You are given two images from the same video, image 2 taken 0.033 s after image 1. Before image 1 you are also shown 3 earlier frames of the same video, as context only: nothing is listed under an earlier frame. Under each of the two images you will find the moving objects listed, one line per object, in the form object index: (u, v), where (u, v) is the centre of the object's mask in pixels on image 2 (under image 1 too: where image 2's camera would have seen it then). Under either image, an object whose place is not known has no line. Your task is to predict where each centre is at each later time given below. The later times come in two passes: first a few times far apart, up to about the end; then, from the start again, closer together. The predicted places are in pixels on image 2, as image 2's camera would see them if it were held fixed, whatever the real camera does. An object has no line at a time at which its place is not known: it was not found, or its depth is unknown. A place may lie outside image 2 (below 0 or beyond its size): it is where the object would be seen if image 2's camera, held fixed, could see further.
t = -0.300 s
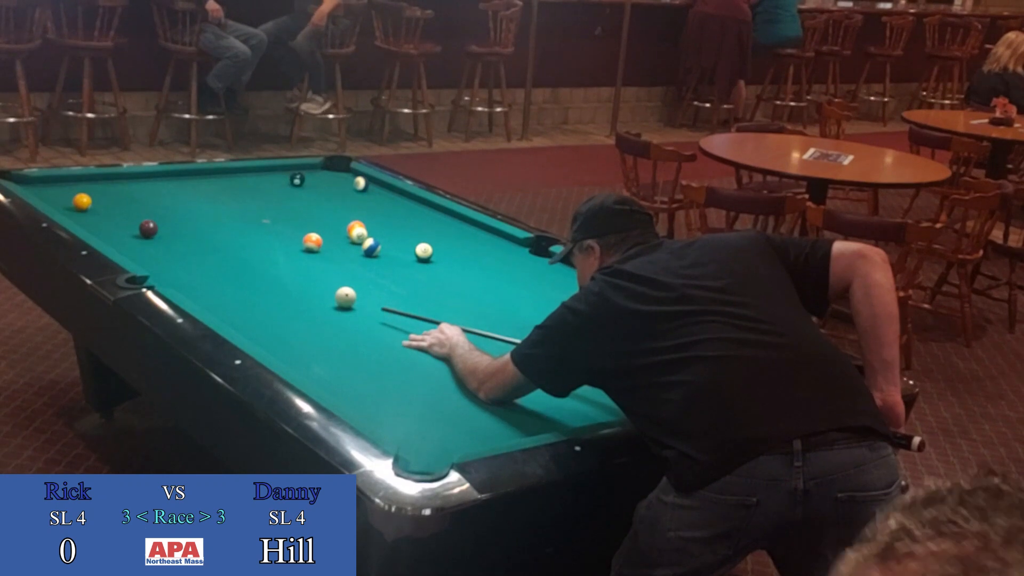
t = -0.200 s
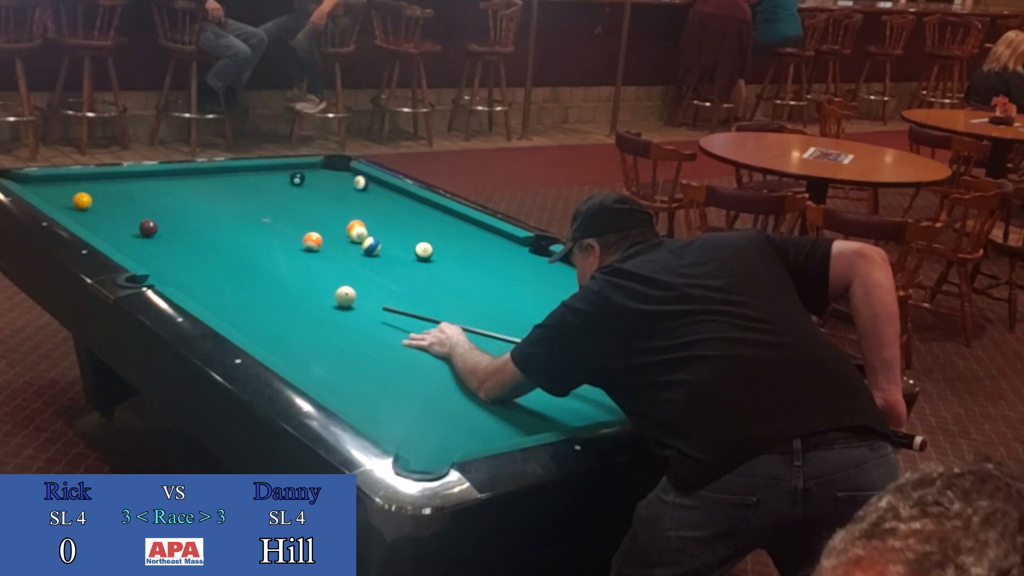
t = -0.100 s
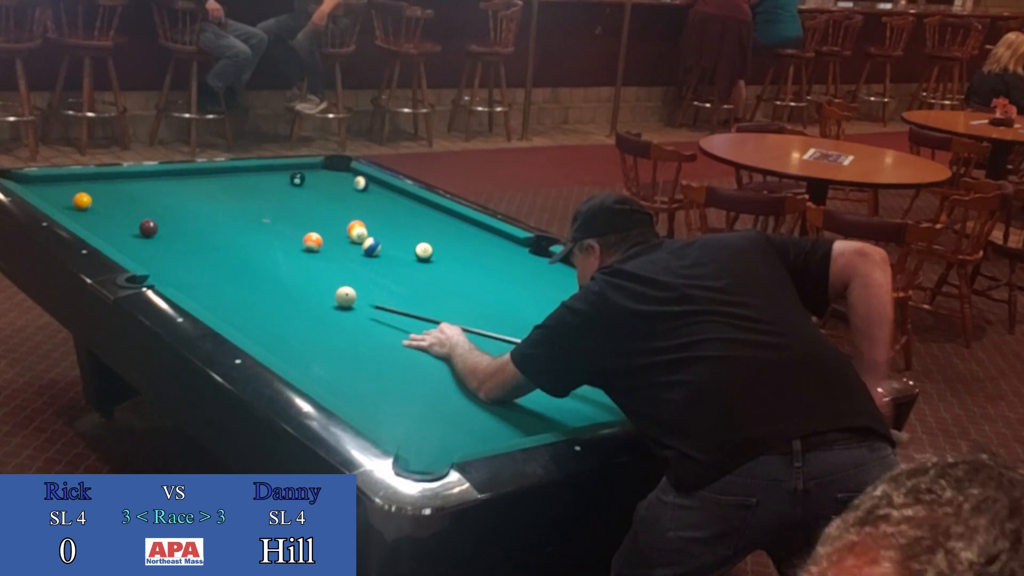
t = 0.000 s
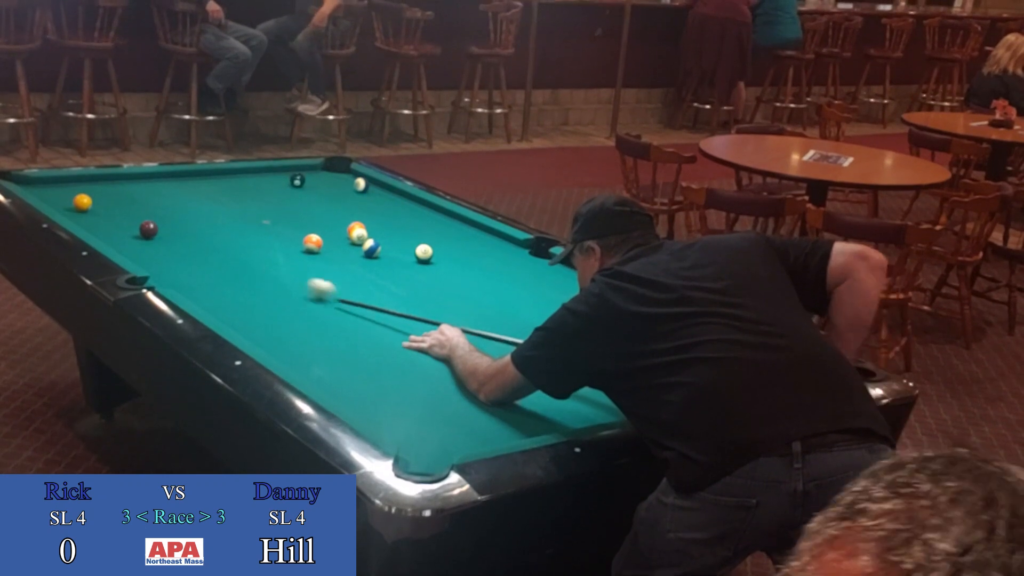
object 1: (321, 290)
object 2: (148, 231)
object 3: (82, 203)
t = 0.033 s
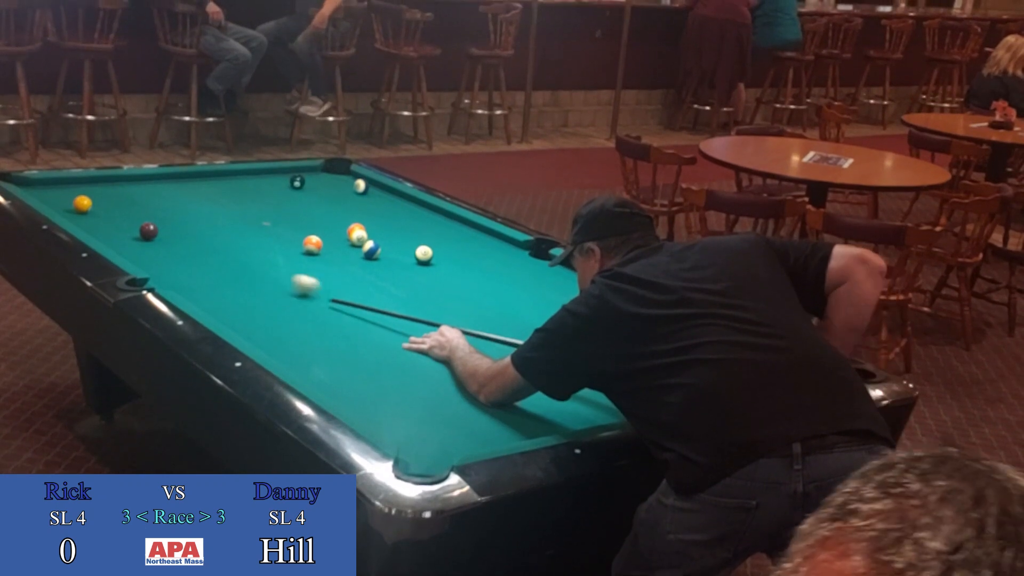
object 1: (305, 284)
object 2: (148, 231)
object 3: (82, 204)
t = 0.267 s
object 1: (224, 257)
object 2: (148, 231)
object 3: (82, 204)
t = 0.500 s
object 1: (162, 235)
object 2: (146, 230)
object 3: (82, 204)
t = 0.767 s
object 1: (147, 230)
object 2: (98, 213)
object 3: (82, 203)
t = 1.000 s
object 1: (133, 226)
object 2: (72, 208)
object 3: (75, 196)
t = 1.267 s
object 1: (119, 220)
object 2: (52, 202)
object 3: (65, 189)
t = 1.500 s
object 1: (108, 217)
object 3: (57, 182)
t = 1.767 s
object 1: (97, 213)
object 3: (60, 182)
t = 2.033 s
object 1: (88, 209)
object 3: (68, 185)
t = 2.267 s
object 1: (81, 206)
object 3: (75, 187)
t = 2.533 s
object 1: (74, 203)
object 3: (83, 190)
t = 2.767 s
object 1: (70, 201)
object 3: (88, 192)
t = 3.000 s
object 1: (67, 201)
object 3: (94, 193)
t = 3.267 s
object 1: (66, 201)
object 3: (99, 193)
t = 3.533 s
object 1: (66, 201)
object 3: (103, 194)
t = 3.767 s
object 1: (67, 200)
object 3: (104, 194)
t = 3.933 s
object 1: (66, 200)
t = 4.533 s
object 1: (68, 201)
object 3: (105, 194)
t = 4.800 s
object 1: (67, 201)
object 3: (105, 194)
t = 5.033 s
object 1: (67, 201)
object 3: (105, 194)
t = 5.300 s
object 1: (67, 201)
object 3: (105, 194)
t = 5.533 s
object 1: (67, 201)
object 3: (105, 194)
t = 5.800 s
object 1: (67, 201)
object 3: (105, 194)
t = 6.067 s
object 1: (67, 201)
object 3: (105, 194)
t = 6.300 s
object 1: (66, 201)
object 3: (105, 194)
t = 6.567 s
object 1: (66, 201)
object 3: (105, 194)
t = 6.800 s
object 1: (66, 201)
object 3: (105, 194)
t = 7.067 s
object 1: (67, 201)
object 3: (105, 194)
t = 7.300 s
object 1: (67, 201)
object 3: (105, 194)
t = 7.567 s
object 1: (67, 201)
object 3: (105, 194)
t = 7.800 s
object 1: (67, 201)
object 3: (105, 194)
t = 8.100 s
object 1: (67, 201)
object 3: (105, 194)
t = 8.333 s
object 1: (67, 201)
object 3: (105, 194)
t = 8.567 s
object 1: (67, 201)
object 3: (105, 194)
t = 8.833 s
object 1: (67, 201)
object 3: (105, 194)
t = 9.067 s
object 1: (67, 201)
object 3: (105, 194)
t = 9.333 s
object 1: (67, 201)
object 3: (105, 194)
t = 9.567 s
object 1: (67, 201)
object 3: (105, 194)
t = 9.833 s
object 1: (67, 201)
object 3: (105, 194)
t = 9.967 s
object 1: (67, 201)
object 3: (105, 194)
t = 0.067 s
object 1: (291, 280)
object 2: (148, 231)
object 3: (82, 204)
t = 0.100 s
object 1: (277, 275)
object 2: (148, 231)
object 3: (82, 204)
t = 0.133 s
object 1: (265, 271)
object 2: (148, 231)
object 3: (82, 204)
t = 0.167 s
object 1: (253, 267)
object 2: (148, 231)
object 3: (82, 204)
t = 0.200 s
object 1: (243, 263)
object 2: (148, 231)
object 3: (82, 204)
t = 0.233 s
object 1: (233, 260)
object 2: (148, 231)
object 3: (82, 204)
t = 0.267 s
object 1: (224, 257)
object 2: (148, 231)
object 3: (82, 204)
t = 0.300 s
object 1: (214, 253)
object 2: (148, 231)
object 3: (82, 204)
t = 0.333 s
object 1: (205, 249)
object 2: (148, 231)
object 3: (82, 204)
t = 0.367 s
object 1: (196, 246)
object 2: (148, 231)
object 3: (82, 204)
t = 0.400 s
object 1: (186, 243)
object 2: (148, 231)
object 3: (82, 204)
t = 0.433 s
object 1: (177, 240)
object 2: (148, 231)
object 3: (82, 204)
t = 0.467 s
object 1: (169, 237)
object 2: (148, 231)
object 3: (82, 204)
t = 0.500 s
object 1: (162, 235)
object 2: (146, 230)
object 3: (82, 204)
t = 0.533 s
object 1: (161, 234)
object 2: (139, 228)
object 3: (82, 204)
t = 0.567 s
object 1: (159, 234)
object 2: (131, 225)
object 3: (82, 204)
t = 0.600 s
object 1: (158, 233)
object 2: (126, 223)
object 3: (82, 204)
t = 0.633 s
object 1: (156, 233)
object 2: (120, 221)
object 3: (82, 204)
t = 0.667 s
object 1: (154, 232)
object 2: (114, 219)
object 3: (82, 204)
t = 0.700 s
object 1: (152, 232)
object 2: (109, 218)
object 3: (82, 204)
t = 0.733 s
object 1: (149, 231)
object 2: (103, 215)
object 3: (82, 204)
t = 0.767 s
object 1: (147, 230)
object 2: (98, 213)
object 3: (82, 203)
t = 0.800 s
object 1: (145, 230)
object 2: (93, 211)
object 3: (81, 203)
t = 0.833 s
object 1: (144, 229)
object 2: (88, 210)
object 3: (80, 202)
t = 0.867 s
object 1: (141, 228)
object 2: (85, 209)
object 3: (80, 199)
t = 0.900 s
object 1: (140, 227)
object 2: (81, 209)
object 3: (79, 199)
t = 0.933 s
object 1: (137, 227)
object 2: (78, 208)
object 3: (77, 197)
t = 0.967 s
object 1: (135, 226)
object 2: (75, 208)
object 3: (76, 196)
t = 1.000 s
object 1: (133, 226)
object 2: (72, 208)
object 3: (75, 196)
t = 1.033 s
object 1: (132, 225)
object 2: (68, 207)
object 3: (74, 196)
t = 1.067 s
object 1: (130, 224)
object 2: (64, 207)
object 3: (73, 195)
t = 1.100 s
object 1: (128, 223)
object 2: (63, 206)
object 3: (72, 193)
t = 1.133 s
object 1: (126, 223)
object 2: (60, 205)
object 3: (71, 193)
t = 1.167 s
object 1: (125, 222)
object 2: (57, 204)
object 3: (69, 192)
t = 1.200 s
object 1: (123, 222)
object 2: (54, 204)
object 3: (68, 191)
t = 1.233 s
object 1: (121, 221)
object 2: (52, 202)
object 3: (67, 190)
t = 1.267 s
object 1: (119, 220)
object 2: (52, 202)
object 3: (65, 189)
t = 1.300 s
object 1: (117, 220)
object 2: (52, 203)
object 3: (64, 188)
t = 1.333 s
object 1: (116, 219)
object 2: (52, 203)
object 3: (63, 187)
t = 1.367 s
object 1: (114, 219)
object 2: (53, 202)
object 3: (61, 186)
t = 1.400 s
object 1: (113, 218)
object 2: (54, 202)
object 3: (60, 185)
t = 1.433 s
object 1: (111, 218)
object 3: (59, 185)
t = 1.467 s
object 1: (110, 217)
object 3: (58, 183)
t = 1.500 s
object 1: (108, 217)
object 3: (57, 182)
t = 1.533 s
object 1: (107, 216)
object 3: (56, 182)
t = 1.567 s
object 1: (105, 216)
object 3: (55, 181)
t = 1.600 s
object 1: (104, 215)
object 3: (55, 181)
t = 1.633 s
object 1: (103, 215)
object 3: (56, 181)
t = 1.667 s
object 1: (101, 214)
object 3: (57, 181)
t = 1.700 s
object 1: (100, 213)
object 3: (58, 182)
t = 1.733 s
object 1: (98, 213)
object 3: (59, 182)
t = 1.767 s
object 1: (97, 213)
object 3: (60, 182)
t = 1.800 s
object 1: (96, 212)
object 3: (61, 183)
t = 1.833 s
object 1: (95, 212)
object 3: (62, 184)
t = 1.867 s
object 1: (93, 212)
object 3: (63, 184)
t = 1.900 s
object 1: (92, 211)
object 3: (64, 185)
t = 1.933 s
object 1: (91, 210)
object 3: (65, 185)
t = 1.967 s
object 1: (90, 210)
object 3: (66, 185)
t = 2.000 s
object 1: (89, 210)
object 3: (67, 185)
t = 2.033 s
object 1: (88, 209)
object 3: (68, 185)
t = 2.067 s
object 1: (87, 208)
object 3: (69, 185)
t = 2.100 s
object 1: (86, 208)
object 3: (70, 186)
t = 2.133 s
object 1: (85, 208)
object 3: (71, 187)
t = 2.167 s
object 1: (83, 208)
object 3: (72, 187)
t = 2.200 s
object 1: (83, 207)
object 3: (73, 187)
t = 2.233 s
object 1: (82, 207)
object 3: (74, 187)
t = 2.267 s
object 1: (81, 206)
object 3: (75, 187)
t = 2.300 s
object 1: (80, 206)
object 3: (76, 188)
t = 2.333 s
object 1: (79, 205)
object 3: (77, 188)
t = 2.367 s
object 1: (78, 205)
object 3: (78, 189)
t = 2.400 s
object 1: (77, 205)
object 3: (79, 189)
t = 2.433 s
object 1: (77, 204)
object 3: (80, 190)
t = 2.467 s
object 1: (76, 204)
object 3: (81, 190)
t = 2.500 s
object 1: (75, 203)
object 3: (82, 190)
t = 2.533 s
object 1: (74, 203)
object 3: (83, 190)
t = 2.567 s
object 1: (74, 202)
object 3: (84, 191)
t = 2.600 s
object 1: (73, 202)
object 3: (85, 191)
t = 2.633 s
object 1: (72, 202)
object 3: (86, 191)
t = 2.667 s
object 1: (72, 202)
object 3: (86, 192)
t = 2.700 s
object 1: (71, 202)
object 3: (87, 192)
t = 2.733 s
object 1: (70, 202)
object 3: (88, 192)
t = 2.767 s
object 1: (70, 201)
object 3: (88, 192)
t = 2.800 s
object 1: (69, 201)
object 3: (89, 193)
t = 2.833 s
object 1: (69, 201)
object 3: (90, 193)
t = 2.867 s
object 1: (68, 201)
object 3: (91, 193)
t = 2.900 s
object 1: (68, 201)
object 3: (92, 193)
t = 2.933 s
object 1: (68, 201)
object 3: (93, 193)
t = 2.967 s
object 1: (67, 201)
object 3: (94, 193)
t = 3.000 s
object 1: (67, 201)
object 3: (94, 193)
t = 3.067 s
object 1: (66, 201)
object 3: (95, 193)
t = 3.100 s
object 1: (66, 201)
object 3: (96, 193)
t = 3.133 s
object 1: (66, 201)
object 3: (97, 193)
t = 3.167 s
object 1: (66, 201)
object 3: (98, 193)
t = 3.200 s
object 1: (66, 201)
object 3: (98, 193)
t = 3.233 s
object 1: (66, 201)
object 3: (99, 193)
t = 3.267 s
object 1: (66, 201)
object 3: (99, 193)
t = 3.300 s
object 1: (65, 201)
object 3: (100, 194)
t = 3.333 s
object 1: (65, 201)
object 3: (100, 194)
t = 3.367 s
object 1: (65, 201)
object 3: (100, 194)
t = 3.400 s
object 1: (65, 201)
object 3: (101, 194)
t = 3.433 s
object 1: (66, 201)
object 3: (101, 194)
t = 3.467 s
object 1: (66, 201)
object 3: (102, 194)
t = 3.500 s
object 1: (66, 201)
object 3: (102, 194)
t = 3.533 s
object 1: (66, 201)
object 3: (103, 194)
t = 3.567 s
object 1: (66, 201)
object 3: (103, 194)
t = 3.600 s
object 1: (67, 201)
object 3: (103, 194)
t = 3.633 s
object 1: (67, 201)
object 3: (103, 194)
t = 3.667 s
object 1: (67, 201)
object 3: (104, 194)
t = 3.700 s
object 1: (67, 200)
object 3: (104, 194)
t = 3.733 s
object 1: (67, 200)
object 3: (104, 194)
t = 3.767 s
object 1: (67, 200)
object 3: (104, 194)
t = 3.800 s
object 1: (67, 200)
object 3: (105, 194)
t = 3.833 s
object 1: (67, 201)
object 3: (104, 195)
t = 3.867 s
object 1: (67, 201)
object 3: (105, 195)
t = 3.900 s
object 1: (67, 201)
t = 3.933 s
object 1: (66, 200)
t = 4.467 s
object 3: (105, 194)
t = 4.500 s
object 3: (105, 194)
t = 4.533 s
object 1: (68, 201)
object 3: (105, 194)
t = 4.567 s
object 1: (67, 201)
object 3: (105, 194)
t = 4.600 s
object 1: (67, 201)
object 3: (105, 194)
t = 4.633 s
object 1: (67, 201)
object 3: (105, 194)
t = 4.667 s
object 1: (67, 201)
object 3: (105, 194)
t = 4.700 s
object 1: (67, 201)
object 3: (105, 194)
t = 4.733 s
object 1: (67, 201)
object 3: (105, 194)
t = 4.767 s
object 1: (67, 201)
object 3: (105, 194)
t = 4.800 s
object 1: (67, 201)
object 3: (105, 194)
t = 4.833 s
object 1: (67, 201)
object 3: (105, 194)
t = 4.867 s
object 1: (67, 201)
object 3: (105, 194)
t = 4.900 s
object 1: (67, 201)
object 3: (105, 194)
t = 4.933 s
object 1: (67, 201)
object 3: (105, 194)
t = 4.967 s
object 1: (67, 201)
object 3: (105, 194)
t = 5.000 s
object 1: (67, 201)
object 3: (105, 194)
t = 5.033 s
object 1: (67, 201)
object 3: (105, 194)
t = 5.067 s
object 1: (67, 201)
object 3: (105, 195)
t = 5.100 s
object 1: (67, 201)
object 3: (105, 195)
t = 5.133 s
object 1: (67, 201)
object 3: (105, 194)
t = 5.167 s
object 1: (67, 201)
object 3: (105, 194)
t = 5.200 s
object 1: (67, 201)
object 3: (105, 194)
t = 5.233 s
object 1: (67, 201)
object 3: (105, 194)
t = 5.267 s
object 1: (67, 201)
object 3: (105, 194)
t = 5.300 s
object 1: (67, 201)
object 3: (105, 194)
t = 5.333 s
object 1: (67, 201)
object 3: (105, 194)
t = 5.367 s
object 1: (67, 201)
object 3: (105, 194)
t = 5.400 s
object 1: (67, 201)
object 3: (105, 195)
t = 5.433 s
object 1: (67, 201)
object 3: (105, 194)
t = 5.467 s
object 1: (67, 201)
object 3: (105, 194)
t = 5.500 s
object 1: (67, 201)
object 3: (105, 194)
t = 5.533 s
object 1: (67, 201)
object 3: (105, 194)
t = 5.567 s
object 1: (67, 201)
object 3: (105, 194)
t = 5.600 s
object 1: (67, 201)
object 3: (105, 194)
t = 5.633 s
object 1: (67, 201)
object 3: (105, 194)
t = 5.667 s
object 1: (67, 201)
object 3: (105, 195)
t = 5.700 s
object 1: (67, 201)
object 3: (105, 195)
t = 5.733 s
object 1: (67, 201)
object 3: (105, 194)
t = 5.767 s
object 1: (67, 201)
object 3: (105, 194)
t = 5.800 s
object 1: (67, 201)
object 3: (105, 194)
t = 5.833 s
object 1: (67, 201)
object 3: (105, 194)
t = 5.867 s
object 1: (67, 201)
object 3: (105, 194)
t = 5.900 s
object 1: (67, 201)
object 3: (105, 194)
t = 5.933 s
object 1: (67, 201)
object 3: (105, 194)
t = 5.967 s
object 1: (67, 201)
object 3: (105, 194)
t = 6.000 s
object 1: (67, 201)
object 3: (105, 194)
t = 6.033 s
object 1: (67, 201)
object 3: (105, 194)
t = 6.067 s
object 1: (67, 201)
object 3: (105, 194)
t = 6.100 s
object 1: (67, 201)
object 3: (105, 194)
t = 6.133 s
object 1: (67, 201)
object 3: (105, 194)
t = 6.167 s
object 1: (67, 201)
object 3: (105, 194)
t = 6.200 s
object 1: (67, 201)
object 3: (105, 194)
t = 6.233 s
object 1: (67, 201)
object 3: (105, 194)
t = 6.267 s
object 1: (67, 201)
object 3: (105, 194)
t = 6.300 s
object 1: (66, 201)
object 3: (105, 194)
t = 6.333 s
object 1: (67, 201)
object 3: (105, 195)
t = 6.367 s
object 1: (67, 201)
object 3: (105, 194)
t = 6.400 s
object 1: (67, 201)
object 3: (105, 194)
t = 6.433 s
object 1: (67, 201)
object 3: (105, 194)
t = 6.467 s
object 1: (67, 201)
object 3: (105, 194)
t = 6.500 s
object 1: (66, 201)
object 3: (105, 194)
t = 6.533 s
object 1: (66, 201)
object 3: (105, 195)
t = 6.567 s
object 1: (66, 201)
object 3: (105, 194)
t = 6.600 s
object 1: (67, 201)
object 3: (105, 194)
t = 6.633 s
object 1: (67, 201)
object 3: (105, 194)
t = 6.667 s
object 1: (67, 201)
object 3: (105, 194)
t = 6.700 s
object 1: (67, 201)
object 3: (105, 194)
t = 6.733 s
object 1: (66, 201)
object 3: (105, 194)
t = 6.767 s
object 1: (67, 201)
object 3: (105, 194)
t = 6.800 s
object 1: (66, 201)
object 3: (105, 194)
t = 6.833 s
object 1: (67, 201)
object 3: (105, 194)
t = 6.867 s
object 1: (67, 201)
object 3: (105, 194)
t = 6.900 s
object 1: (67, 201)
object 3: (105, 194)
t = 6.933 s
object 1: (67, 201)
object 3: (105, 194)
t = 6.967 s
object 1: (67, 201)
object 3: (105, 194)
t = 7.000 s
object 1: (67, 201)
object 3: (105, 194)
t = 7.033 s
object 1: (67, 201)
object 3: (105, 194)
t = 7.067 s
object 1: (67, 201)
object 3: (105, 194)
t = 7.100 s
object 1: (67, 201)
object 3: (105, 194)
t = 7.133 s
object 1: (67, 201)
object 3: (105, 194)
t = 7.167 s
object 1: (67, 201)
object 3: (105, 194)
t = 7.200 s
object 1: (66, 201)
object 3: (105, 194)
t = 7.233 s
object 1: (67, 201)
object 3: (105, 194)
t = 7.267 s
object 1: (67, 201)
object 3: (105, 194)
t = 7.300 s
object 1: (67, 201)
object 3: (105, 194)
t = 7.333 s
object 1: (67, 201)
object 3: (105, 194)
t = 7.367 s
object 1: (67, 201)
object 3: (105, 194)
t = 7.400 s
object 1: (67, 201)
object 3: (105, 194)
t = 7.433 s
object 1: (67, 201)
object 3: (105, 194)
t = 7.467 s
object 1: (67, 201)
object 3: (105, 194)
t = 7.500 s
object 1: (66, 201)
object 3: (105, 194)
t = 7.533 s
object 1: (67, 201)
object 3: (105, 194)
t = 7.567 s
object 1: (67, 201)
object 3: (105, 194)
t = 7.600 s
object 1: (67, 201)
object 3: (105, 194)
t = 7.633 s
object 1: (67, 201)
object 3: (105, 194)
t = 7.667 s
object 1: (67, 201)
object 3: (105, 194)
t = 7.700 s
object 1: (67, 201)
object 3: (105, 194)
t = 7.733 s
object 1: (67, 201)
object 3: (105, 194)
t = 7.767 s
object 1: (67, 201)
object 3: (105, 194)
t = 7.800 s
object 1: (67, 201)
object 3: (105, 194)
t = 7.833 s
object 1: (67, 201)
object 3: (105, 194)
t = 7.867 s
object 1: (67, 201)
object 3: (105, 194)
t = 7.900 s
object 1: (67, 201)
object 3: (105, 194)
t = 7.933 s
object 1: (67, 201)
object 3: (105, 194)
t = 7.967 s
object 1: (67, 201)
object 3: (105, 194)
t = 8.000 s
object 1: (67, 201)
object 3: (105, 194)
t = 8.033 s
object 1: (67, 201)
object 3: (105, 194)
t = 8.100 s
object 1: (67, 201)
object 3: (105, 194)
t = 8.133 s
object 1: (67, 201)
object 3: (105, 194)
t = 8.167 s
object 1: (66, 201)
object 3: (105, 194)
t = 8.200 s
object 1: (67, 201)
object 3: (105, 194)
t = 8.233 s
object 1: (67, 201)
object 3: (105, 194)
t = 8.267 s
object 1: (67, 201)
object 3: (105, 194)
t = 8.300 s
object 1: (67, 201)
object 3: (105, 194)
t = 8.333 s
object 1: (67, 201)
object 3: (105, 194)
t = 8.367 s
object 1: (67, 201)
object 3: (105, 194)
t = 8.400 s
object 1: (67, 201)
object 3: (105, 194)
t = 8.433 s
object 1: (67, 201)
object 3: (105, 194)
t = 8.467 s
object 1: (67, 201)
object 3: (105, 194)
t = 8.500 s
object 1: (67, 201)
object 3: (105, 194)
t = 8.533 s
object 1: (67, 201)
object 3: (105, 194)
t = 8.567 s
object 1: (67, 201)
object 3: (105, 194)
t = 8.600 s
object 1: (67, 201)
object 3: (105, 194)
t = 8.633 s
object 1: (67, 201)
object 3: (105, 194)
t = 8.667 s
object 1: (67, 201)
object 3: (105, 194)
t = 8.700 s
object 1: (67, 201)
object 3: (105, 194)
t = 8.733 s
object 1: (67, 201)
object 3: (105, 194)
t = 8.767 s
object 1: (67, 201)
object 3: (105, 194)
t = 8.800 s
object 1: (67, 201)
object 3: (105, 194)
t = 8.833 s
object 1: (67, 201)
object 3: (105, 194)
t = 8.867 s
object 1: (67, 201)
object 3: (105, 194)
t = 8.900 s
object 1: (67, 201)
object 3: (105, 194)
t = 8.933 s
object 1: (67, 201)
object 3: (105, 194)
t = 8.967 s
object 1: (67, 201)
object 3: (105, 194)
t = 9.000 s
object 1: (67, 201)
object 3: (105, 194)
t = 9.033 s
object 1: (67, 201)
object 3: (105, 194)
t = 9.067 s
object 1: (67, 201)
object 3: (105, 194)
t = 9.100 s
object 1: (67, 201)
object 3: (105, 194)
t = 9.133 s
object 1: (67, 201)
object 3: (105, 194)
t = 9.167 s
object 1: (67, 201)
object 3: (105, 194)
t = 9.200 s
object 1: (67, 201)
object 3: (105, 194)
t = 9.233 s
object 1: (67, 201)
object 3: (105, 195)
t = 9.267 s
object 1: (67, 201)
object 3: (105, 195)
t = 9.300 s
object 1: (67, 201)
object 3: (105, 194)
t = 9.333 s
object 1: (67, 201)
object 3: (105, 194)
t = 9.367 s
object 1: (66, 201)
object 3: (105, 194)
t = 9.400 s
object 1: (67, 201)
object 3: (105, 194)
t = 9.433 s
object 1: (67, 201)
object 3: (105, 194)
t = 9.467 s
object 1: (67, 201)
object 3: (105, 194)
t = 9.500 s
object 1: (67, 201)
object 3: (105, 194)
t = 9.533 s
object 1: (67, 201)
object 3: (105, 194)
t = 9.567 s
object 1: (67, 201)
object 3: (105, 194)
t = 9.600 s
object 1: (67, 201)
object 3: (105, 194)
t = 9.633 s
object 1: (67, 201)
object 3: (105, 194)
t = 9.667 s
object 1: (67, 201)
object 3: (105, 194)
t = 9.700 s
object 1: (67, 201)
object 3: (105, 194)
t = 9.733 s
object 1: (66, 201)
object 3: (105, 194)
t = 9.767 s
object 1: (67, 201)
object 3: (105, 194)
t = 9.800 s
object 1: (67, 201)
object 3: (105, 194)
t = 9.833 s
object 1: (67, 201)
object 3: (105, 194)
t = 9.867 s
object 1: (67, 201)
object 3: (105, 194)
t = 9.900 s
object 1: (67, 201)
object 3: (105, 194)
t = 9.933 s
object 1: (67, 201)
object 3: (105, 194)
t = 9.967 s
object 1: (67, 201)
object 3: (105, 194)
